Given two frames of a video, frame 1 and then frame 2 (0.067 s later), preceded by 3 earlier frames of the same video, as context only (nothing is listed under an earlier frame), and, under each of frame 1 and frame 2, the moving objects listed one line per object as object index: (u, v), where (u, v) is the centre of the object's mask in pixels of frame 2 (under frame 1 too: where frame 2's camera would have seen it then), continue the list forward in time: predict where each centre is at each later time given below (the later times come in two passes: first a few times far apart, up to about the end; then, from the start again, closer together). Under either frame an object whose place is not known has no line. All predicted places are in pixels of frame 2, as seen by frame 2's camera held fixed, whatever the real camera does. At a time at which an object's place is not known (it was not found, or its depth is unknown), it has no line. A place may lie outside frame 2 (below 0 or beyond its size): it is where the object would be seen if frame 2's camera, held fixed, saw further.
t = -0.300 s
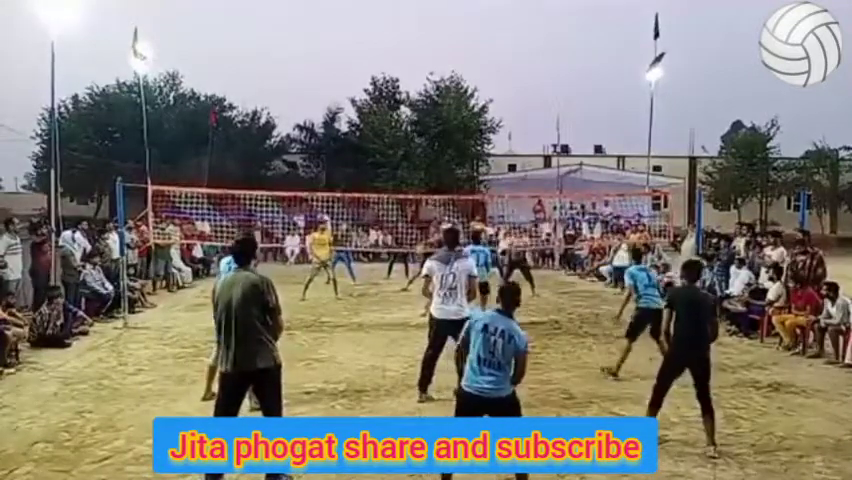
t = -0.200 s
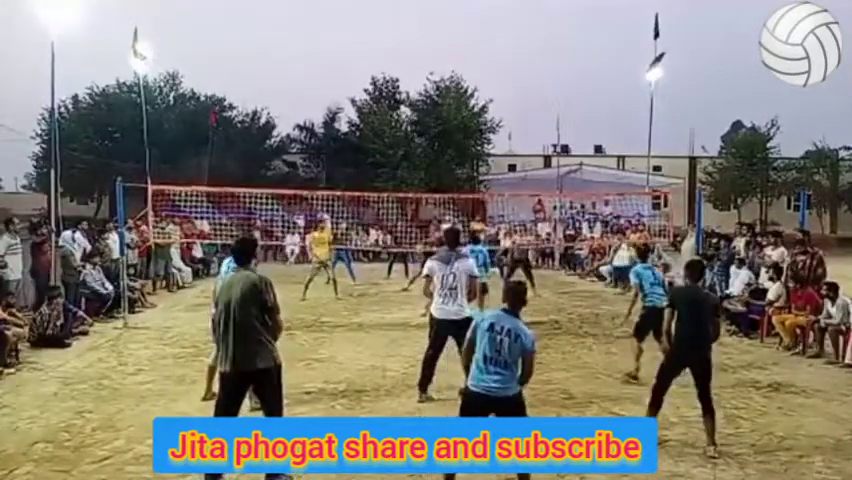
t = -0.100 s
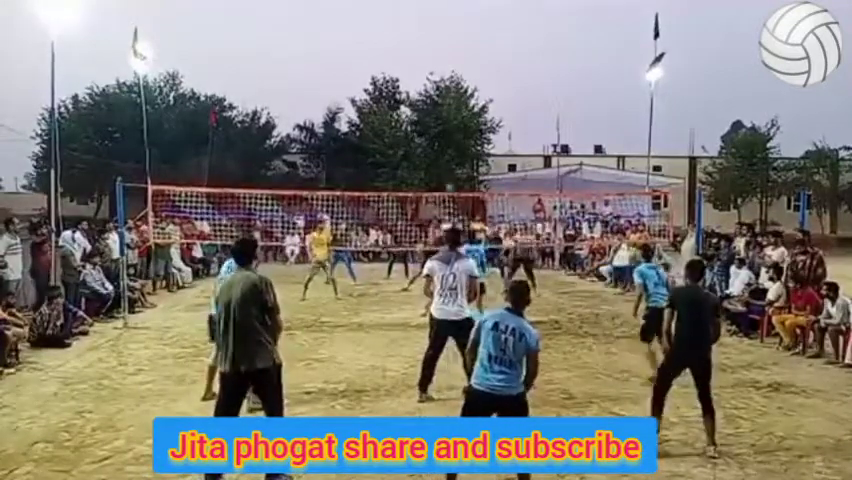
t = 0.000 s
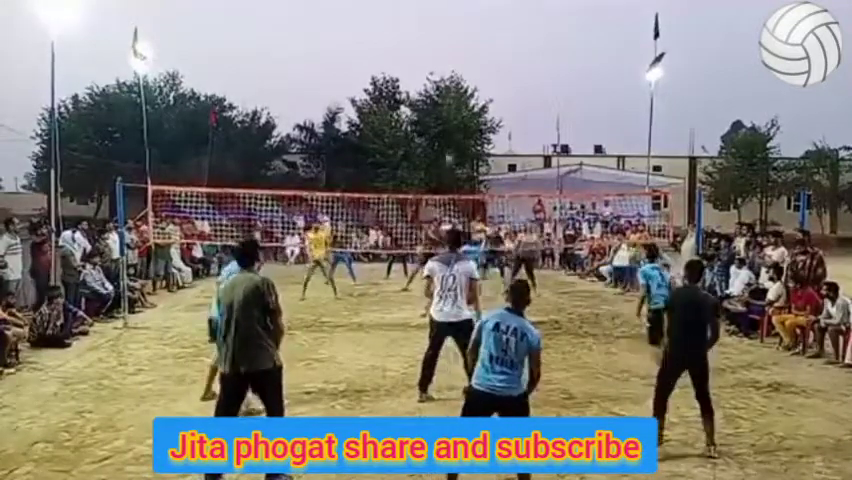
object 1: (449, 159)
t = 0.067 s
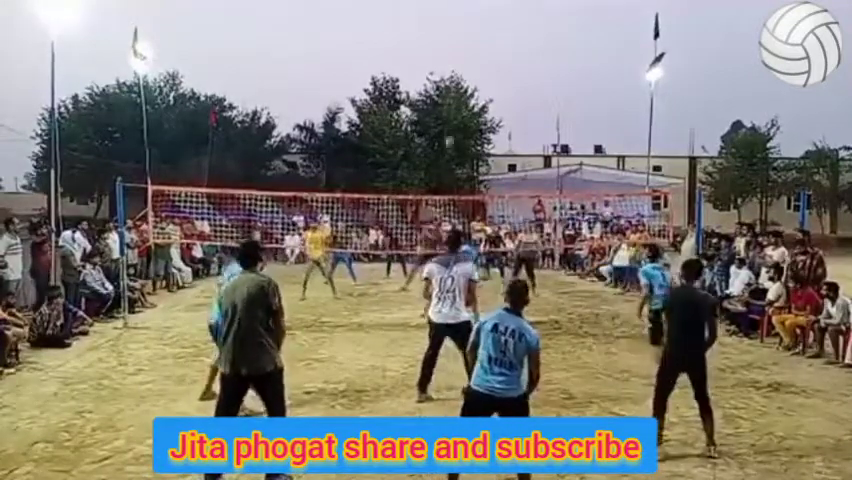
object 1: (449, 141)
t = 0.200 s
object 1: (448, 108)
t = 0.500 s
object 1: (448, 58)
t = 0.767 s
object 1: (443, 56)
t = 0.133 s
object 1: (448, 123)
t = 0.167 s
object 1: (448, 115)
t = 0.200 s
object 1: (448, 108)
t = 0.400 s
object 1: (449, 69)
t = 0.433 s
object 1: (449, 66)
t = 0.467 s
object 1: (448, 62)
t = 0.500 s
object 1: (448, 58)
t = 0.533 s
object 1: (447, 56)
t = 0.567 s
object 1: (446, 54)
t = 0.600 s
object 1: (446, 52)
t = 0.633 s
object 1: (445, 52)
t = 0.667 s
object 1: (445, 52)
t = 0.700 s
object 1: (445, 52)
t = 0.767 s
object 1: (443, 56)
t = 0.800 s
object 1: (443, 60)
